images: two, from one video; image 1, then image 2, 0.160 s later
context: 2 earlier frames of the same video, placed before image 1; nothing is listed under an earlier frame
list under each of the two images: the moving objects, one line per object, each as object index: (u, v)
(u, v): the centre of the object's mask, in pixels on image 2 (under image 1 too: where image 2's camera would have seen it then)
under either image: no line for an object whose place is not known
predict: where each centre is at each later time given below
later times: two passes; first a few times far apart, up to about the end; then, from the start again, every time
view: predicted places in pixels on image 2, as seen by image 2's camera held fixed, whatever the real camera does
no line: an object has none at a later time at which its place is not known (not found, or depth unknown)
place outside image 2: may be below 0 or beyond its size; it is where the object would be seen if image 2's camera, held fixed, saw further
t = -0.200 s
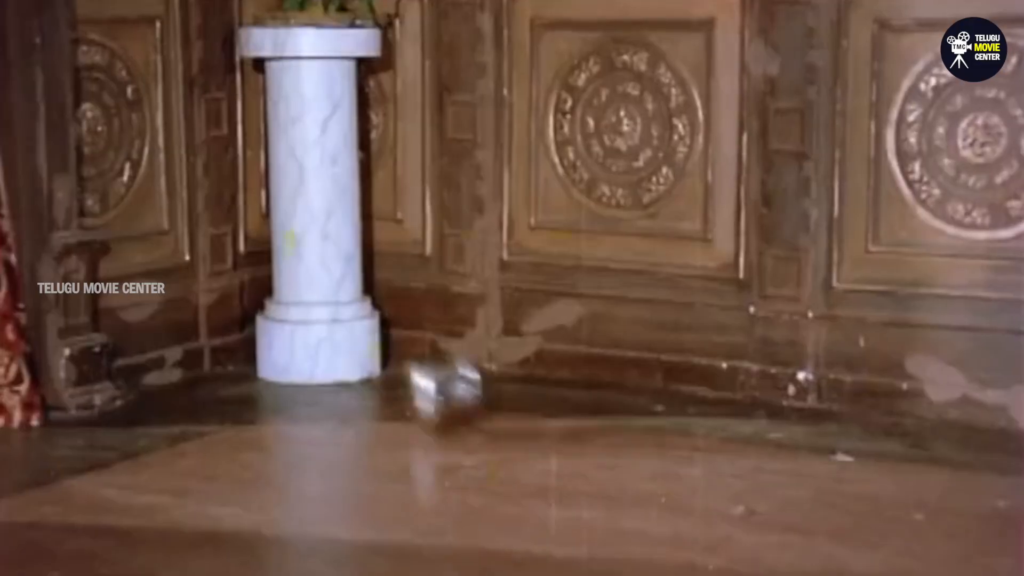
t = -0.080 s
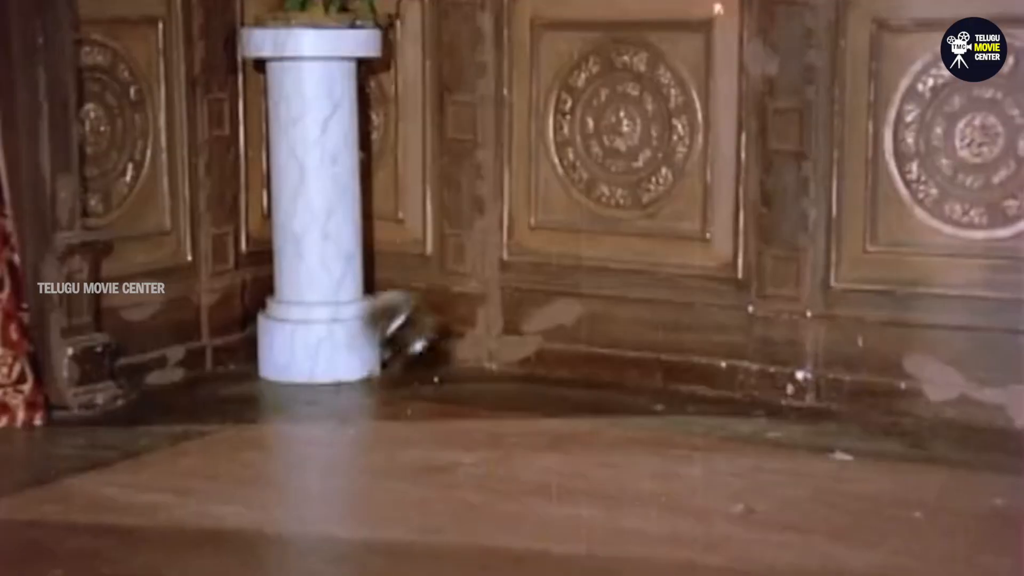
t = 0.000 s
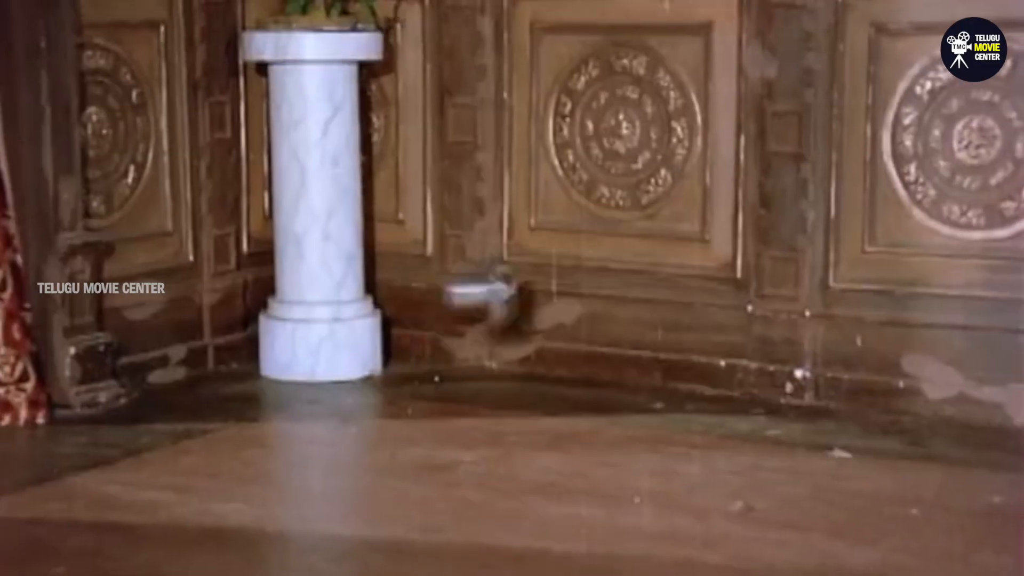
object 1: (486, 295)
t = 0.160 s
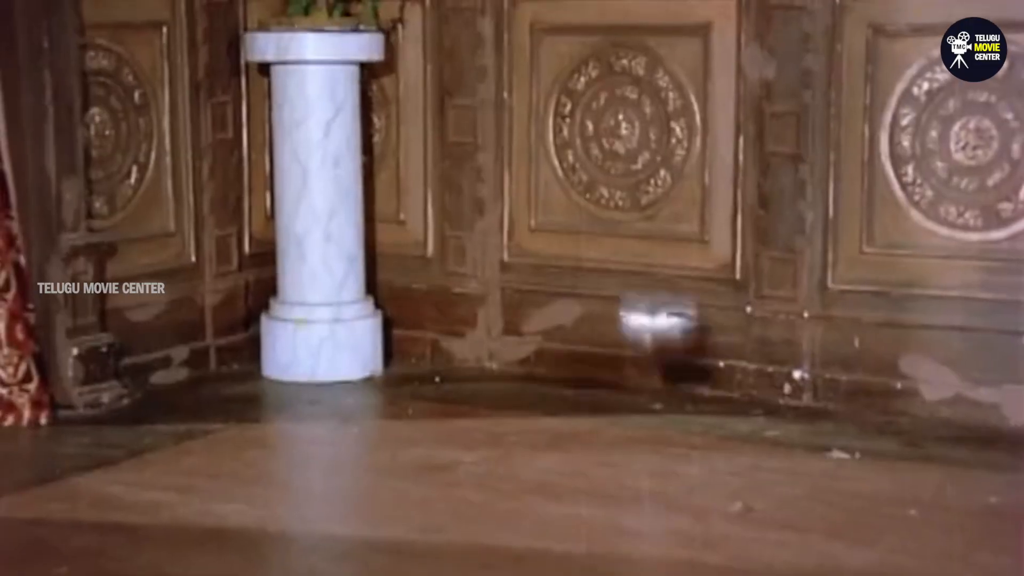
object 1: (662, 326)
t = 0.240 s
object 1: (743, 402)
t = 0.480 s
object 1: (938, 394)
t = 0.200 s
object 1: (706, 364)
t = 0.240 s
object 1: (743, 402)
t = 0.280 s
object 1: (787, 409)
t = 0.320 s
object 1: (812, 388)
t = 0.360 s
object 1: (845, 375)
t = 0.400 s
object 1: (879, 367)
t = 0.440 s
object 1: (914, 375)
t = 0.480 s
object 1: (938, 394)
